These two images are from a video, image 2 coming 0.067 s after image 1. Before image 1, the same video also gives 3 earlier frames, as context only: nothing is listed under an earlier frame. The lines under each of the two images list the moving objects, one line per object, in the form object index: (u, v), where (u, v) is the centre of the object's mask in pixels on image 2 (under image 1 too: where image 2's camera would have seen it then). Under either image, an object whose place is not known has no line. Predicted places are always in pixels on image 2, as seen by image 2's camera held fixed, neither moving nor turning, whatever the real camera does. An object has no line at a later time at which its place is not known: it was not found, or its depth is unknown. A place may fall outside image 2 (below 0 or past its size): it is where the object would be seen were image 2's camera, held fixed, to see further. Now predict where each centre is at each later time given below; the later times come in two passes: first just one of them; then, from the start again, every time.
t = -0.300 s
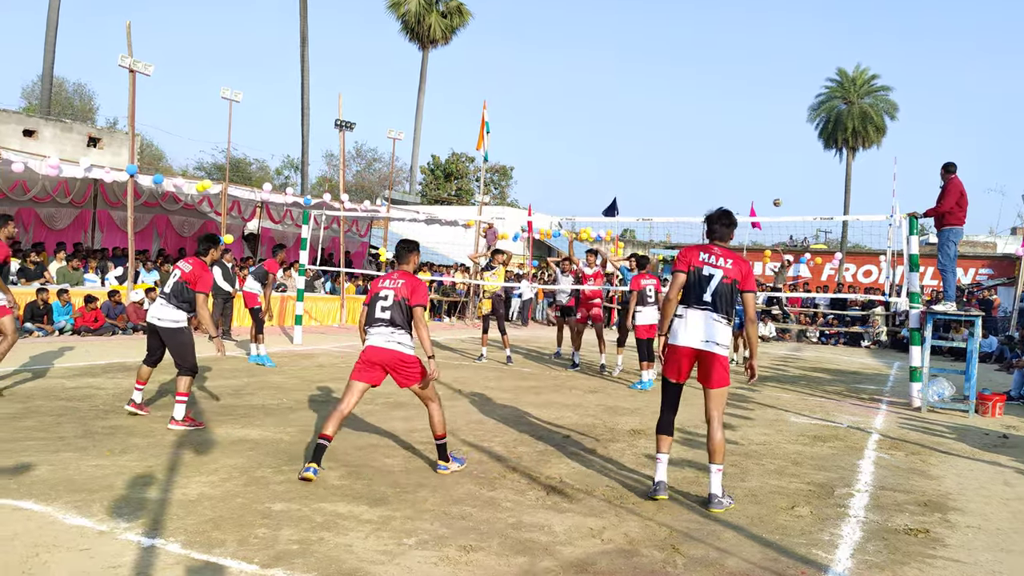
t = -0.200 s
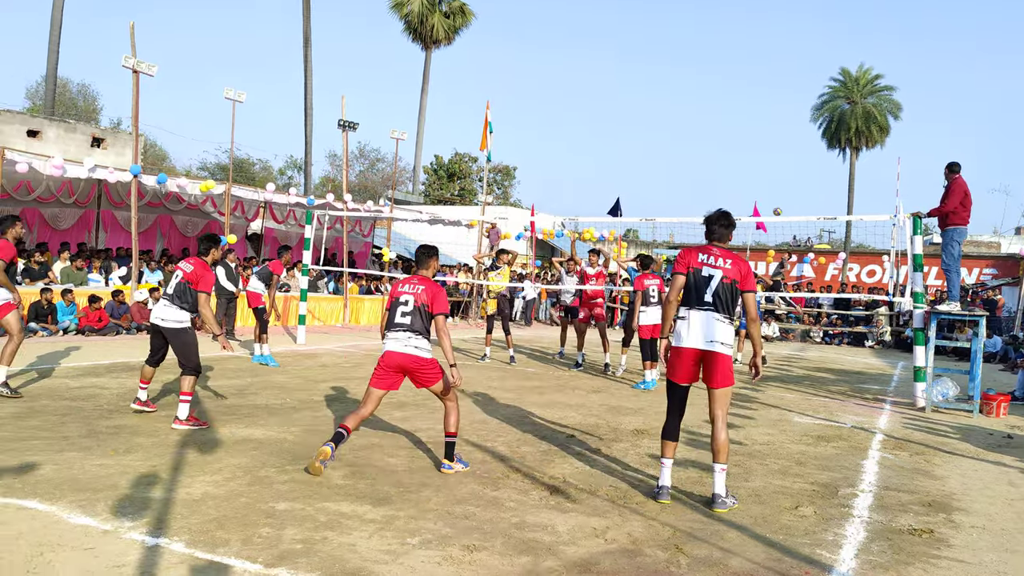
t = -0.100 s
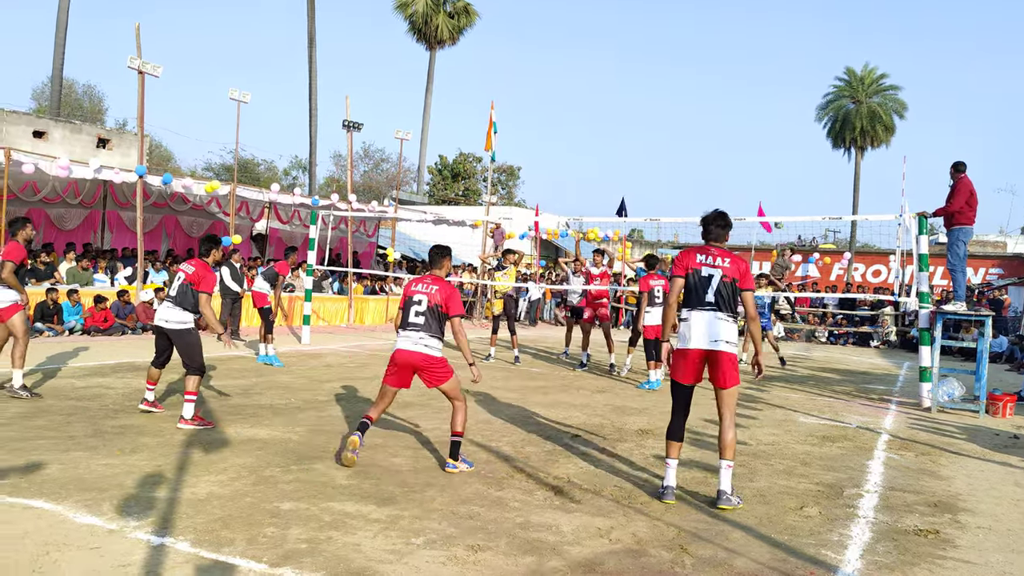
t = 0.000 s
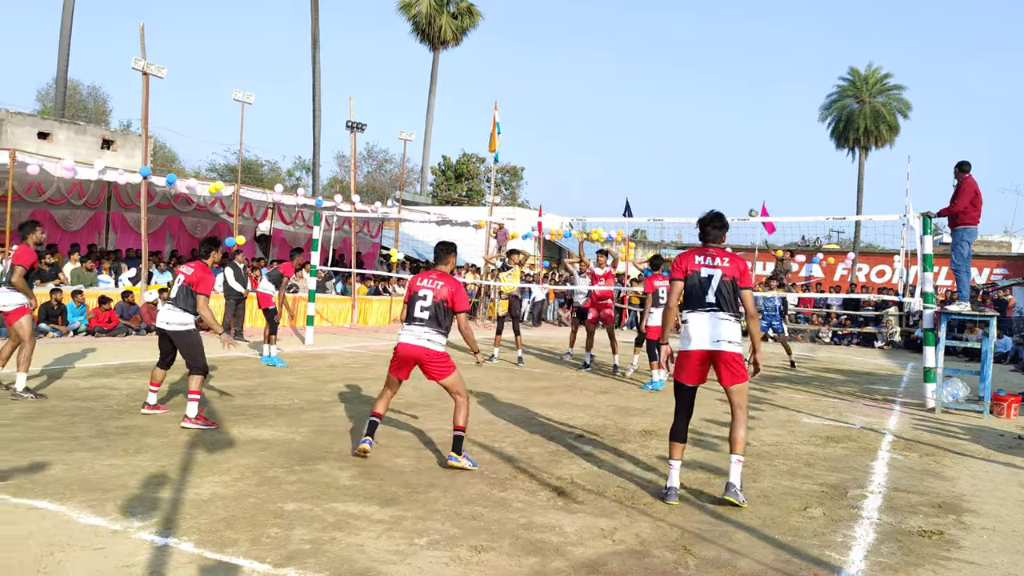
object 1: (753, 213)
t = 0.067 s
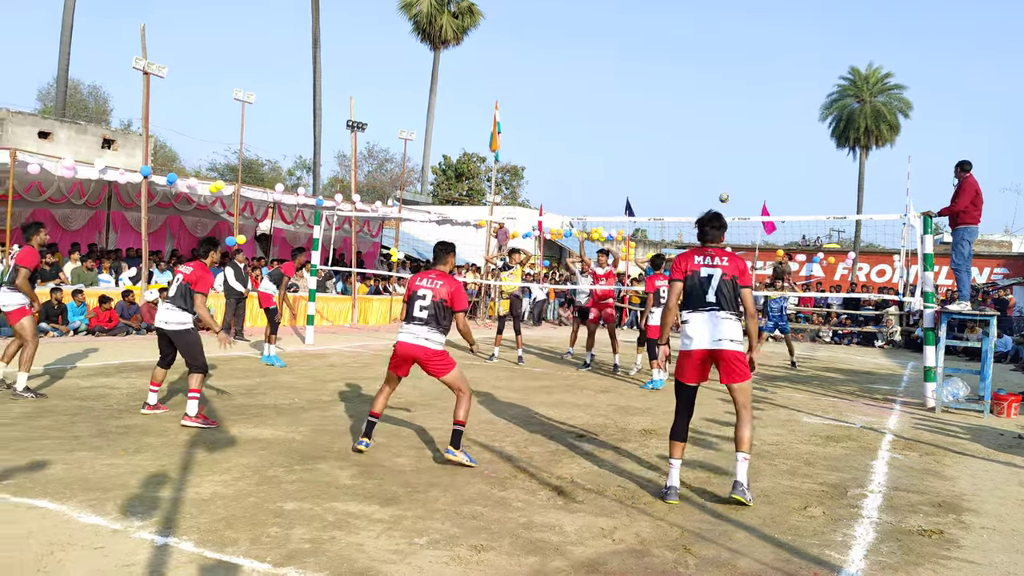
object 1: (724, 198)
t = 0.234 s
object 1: (635, 174)
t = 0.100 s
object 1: (708, 192)
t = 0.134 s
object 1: (691, 186)
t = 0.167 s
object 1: (673, 182)
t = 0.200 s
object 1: (655, 177)
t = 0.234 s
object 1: (635, 174)
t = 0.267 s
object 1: (613, 171)
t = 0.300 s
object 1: (589, 170)
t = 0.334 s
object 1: (564, 169)
